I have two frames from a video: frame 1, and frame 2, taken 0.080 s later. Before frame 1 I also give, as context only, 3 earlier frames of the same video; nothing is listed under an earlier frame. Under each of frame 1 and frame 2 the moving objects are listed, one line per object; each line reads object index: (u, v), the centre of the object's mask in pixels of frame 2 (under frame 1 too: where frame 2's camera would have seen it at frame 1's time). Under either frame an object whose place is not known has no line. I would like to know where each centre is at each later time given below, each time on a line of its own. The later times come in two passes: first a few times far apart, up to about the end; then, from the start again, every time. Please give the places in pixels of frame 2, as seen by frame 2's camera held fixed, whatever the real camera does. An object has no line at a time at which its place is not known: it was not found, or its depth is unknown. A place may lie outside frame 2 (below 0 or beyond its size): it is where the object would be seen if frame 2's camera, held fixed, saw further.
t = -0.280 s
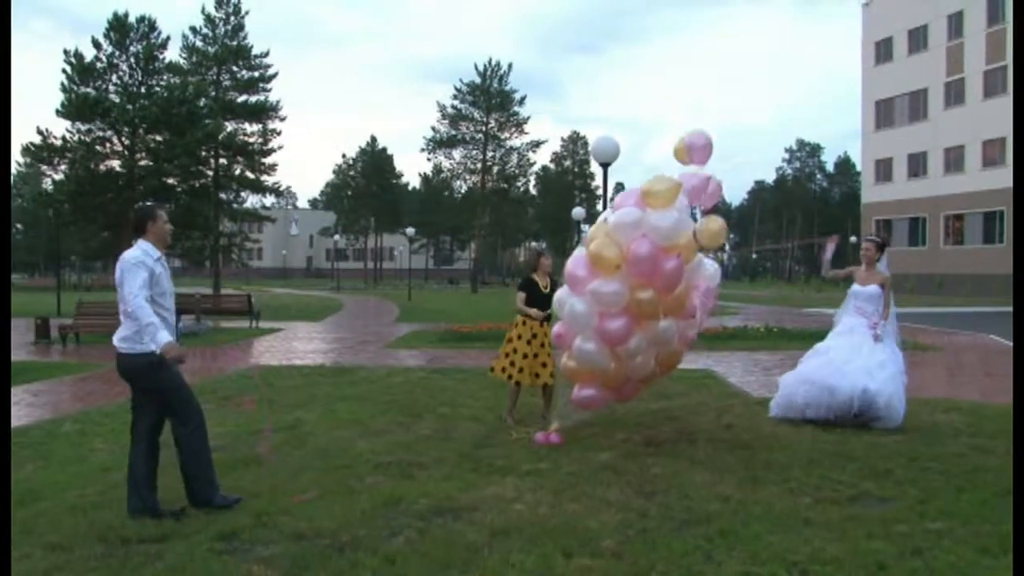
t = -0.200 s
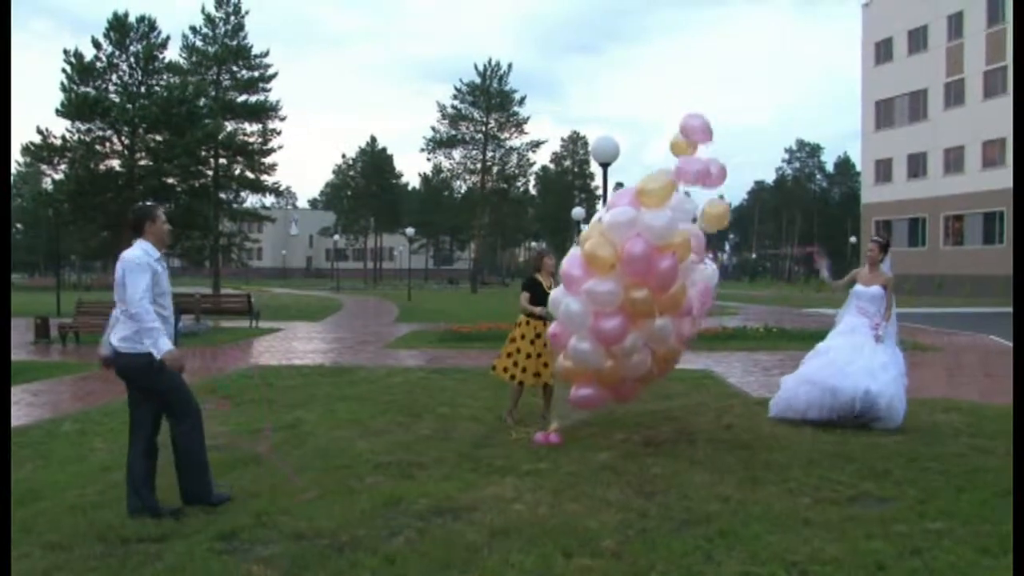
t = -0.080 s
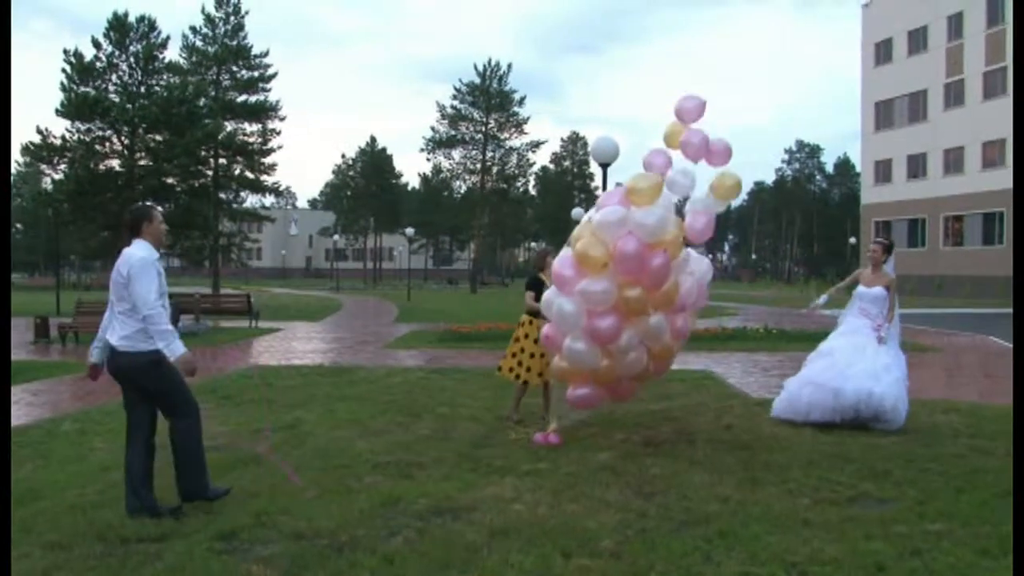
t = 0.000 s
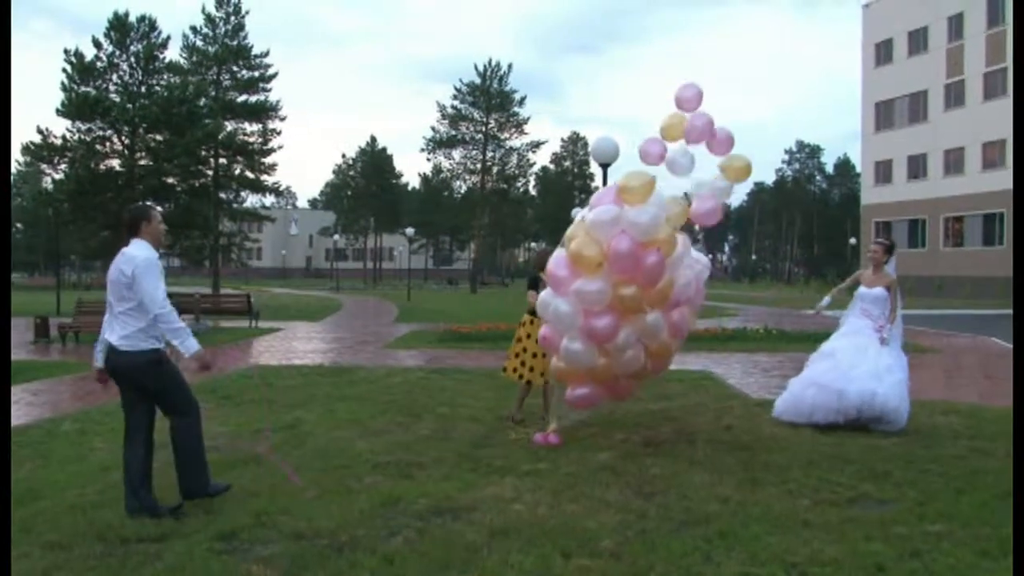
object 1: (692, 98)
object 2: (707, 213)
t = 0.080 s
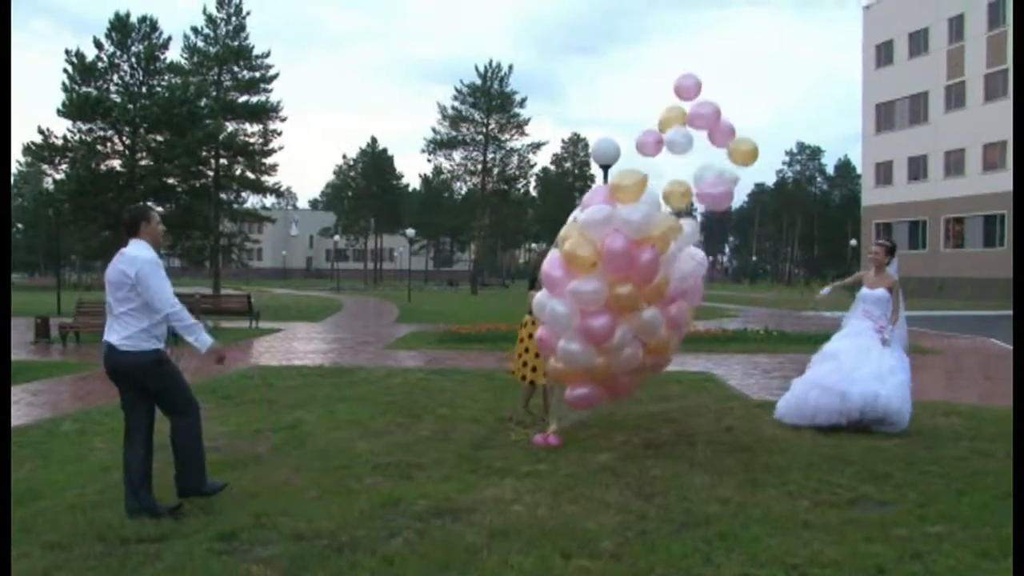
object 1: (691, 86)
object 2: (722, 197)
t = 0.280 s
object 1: (684, 60)
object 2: (738, 149)
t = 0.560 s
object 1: (679, 26)
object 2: (745, 112)
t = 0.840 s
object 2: (754, 88)
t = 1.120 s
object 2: (752, 48)
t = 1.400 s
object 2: (749, 25)
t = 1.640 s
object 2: (748, 5)
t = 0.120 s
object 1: (690, 80)
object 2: (720, 187)
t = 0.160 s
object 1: (688, 75)
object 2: (725, 176)
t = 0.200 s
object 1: (687, 70)
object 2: (728, 167)
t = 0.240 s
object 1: (685, 65)
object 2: (735, 160)
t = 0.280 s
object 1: (684, 60)
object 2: (738, 149)
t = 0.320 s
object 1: (683, 54)
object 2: (741, 140)
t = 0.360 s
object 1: (681, 49)
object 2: (744, 133)
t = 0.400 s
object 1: (681, 43)
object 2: (745, 127)
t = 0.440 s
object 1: (682, 38)
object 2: (745, 121)
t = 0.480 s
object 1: (681, 33)
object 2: (746, 117)
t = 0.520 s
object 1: (680, 29)
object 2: (746, 113)
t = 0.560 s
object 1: (679, 26)
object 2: (745, 112)
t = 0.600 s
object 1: (678, 23)
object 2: (746, 110)
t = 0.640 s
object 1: (678, 18)
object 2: (747, 107)
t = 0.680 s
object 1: (676, 14)
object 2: (748, 104)
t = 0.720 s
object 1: (677, 11)
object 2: (750, 101)
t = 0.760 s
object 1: (677, 8)
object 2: (751, 98)
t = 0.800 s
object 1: (674, 5)
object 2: (753, 93)
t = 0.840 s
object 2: (754, 88)
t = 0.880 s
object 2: (754, 83)
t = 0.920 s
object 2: (755, 77)
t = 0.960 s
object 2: (755, 70)
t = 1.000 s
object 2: (755, 64)
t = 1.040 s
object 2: (754, 58)
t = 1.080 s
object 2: (753, 52)
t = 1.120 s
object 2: (752, 48)
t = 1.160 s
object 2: (756, 41)
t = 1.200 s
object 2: (751, 39)
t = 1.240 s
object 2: (750, 36)
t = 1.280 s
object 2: (749, 33)
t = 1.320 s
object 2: (749, 29)
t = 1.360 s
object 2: (748, 27)
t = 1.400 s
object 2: (749, 25)
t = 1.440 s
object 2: (748, 22)
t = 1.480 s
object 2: (748, 19)
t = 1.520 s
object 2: (748, 16)
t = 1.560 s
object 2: (748, 12)
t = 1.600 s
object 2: (748, 8)
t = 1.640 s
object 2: (748, 5)
